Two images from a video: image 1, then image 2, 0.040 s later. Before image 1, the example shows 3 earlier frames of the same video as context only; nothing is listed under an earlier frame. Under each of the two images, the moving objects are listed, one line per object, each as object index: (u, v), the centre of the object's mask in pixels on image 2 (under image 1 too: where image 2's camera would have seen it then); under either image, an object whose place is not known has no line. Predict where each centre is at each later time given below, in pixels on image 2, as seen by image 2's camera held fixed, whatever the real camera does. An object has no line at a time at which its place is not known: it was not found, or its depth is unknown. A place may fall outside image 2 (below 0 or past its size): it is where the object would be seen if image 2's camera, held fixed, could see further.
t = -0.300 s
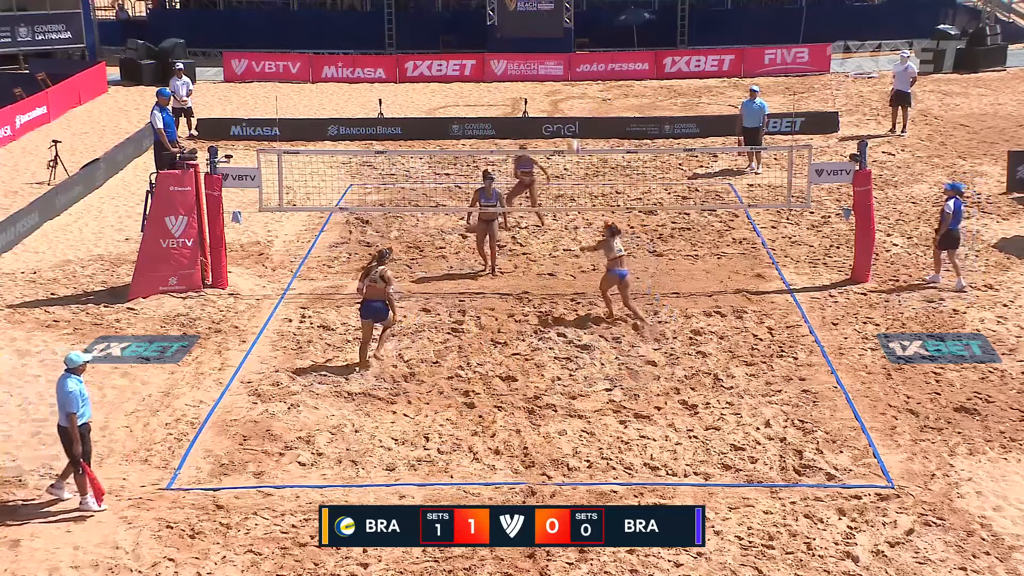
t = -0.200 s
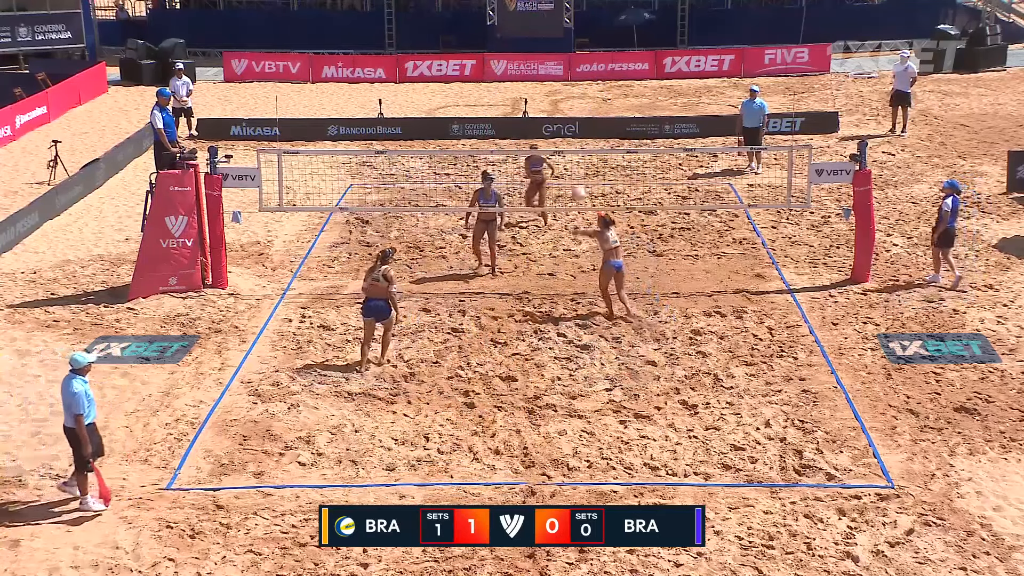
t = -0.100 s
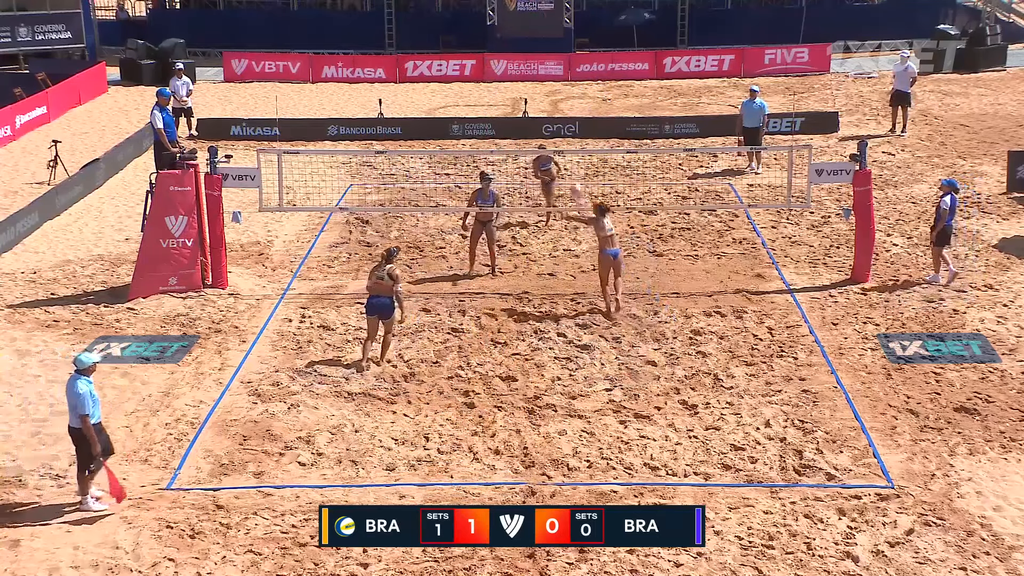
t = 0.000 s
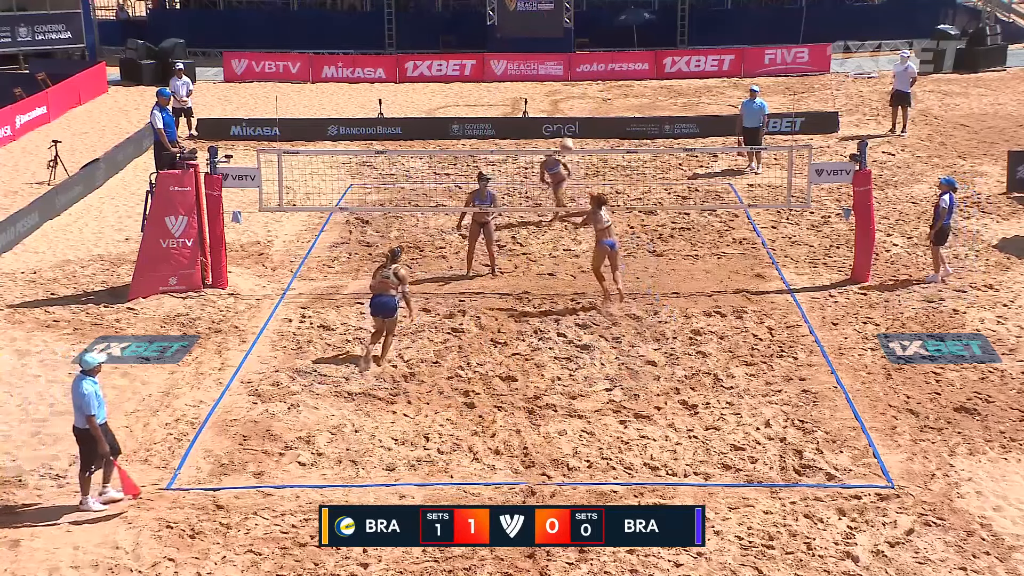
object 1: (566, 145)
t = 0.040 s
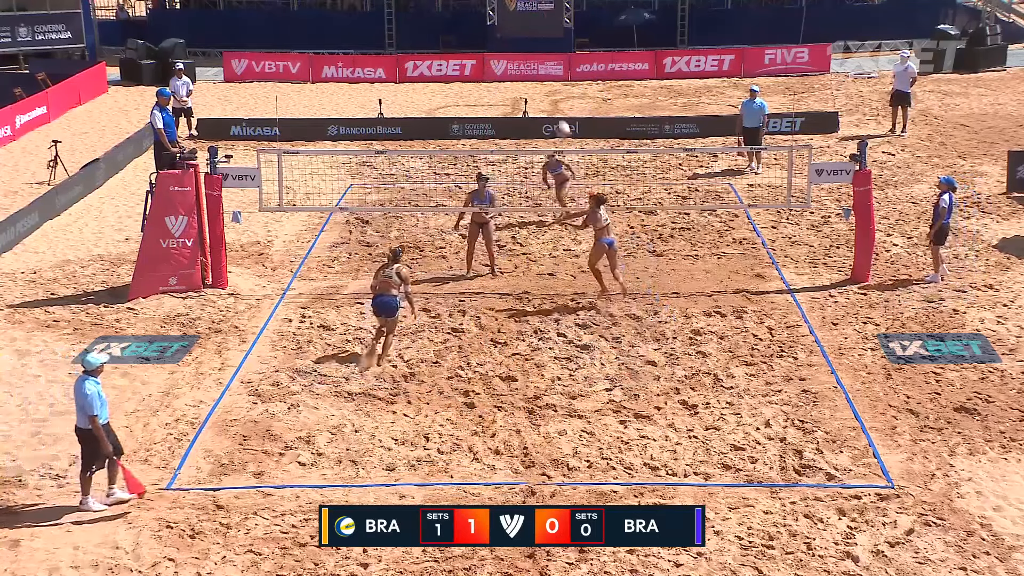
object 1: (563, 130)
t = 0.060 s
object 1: (562, 121)
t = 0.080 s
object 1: (559, 113)
